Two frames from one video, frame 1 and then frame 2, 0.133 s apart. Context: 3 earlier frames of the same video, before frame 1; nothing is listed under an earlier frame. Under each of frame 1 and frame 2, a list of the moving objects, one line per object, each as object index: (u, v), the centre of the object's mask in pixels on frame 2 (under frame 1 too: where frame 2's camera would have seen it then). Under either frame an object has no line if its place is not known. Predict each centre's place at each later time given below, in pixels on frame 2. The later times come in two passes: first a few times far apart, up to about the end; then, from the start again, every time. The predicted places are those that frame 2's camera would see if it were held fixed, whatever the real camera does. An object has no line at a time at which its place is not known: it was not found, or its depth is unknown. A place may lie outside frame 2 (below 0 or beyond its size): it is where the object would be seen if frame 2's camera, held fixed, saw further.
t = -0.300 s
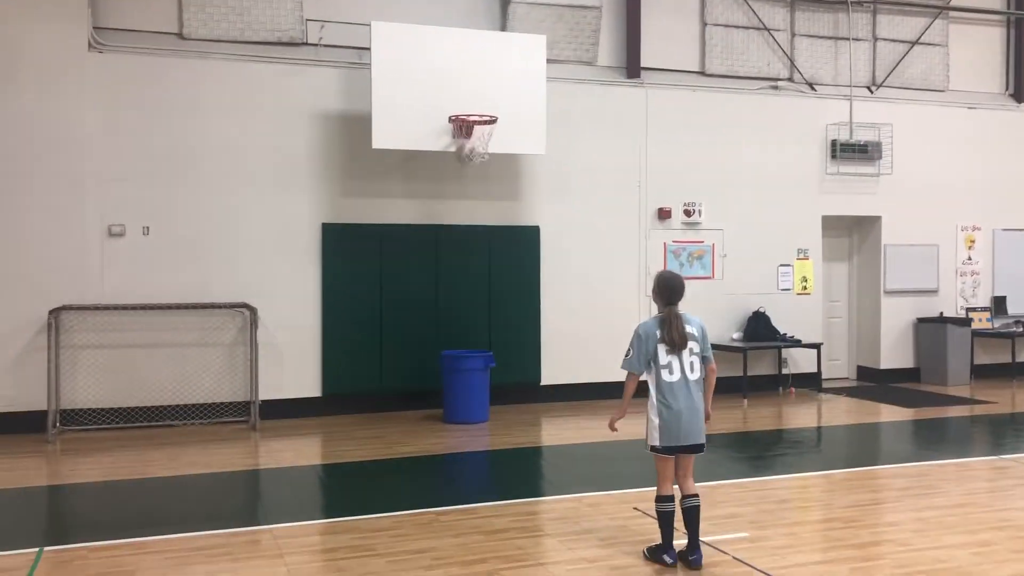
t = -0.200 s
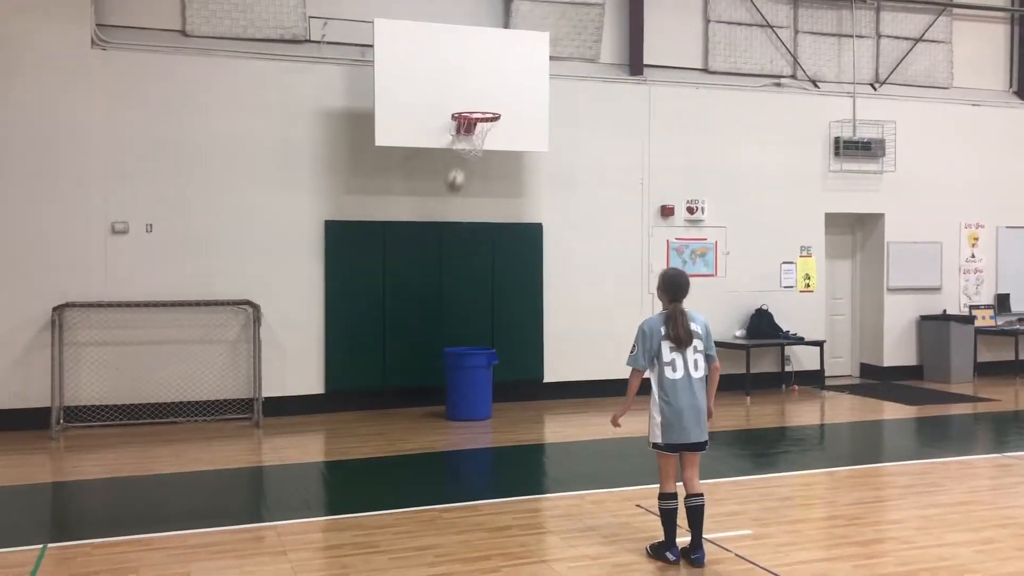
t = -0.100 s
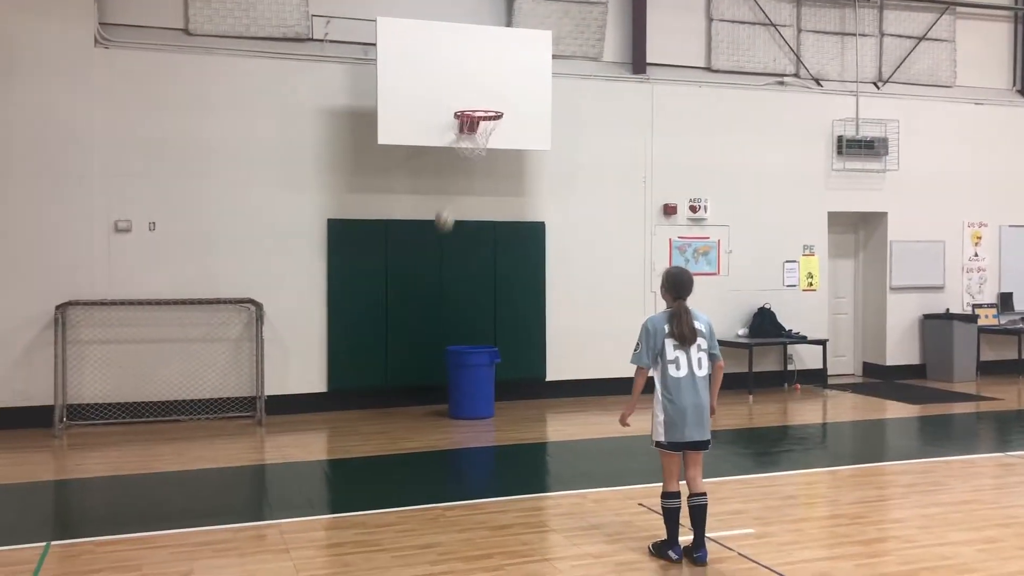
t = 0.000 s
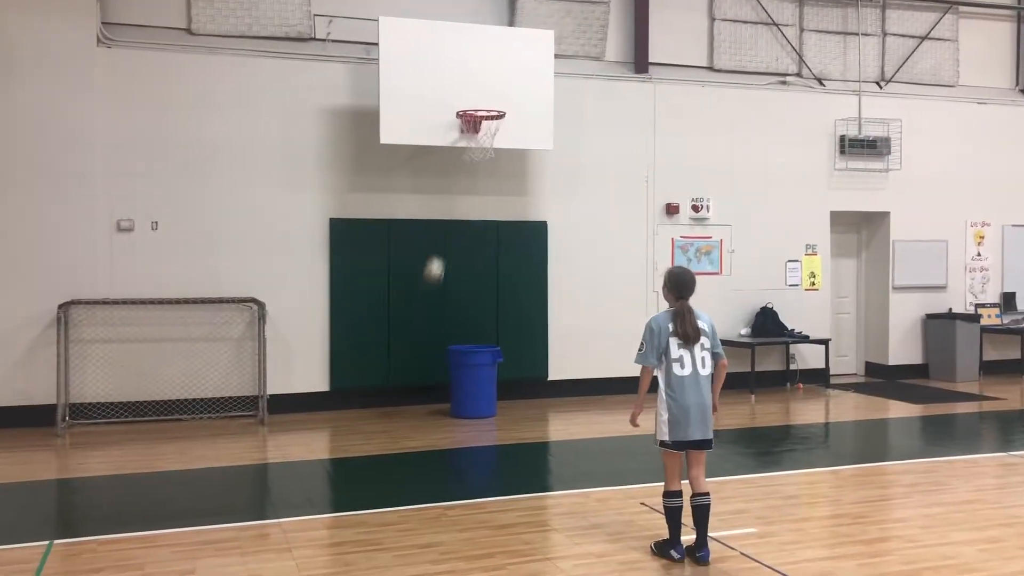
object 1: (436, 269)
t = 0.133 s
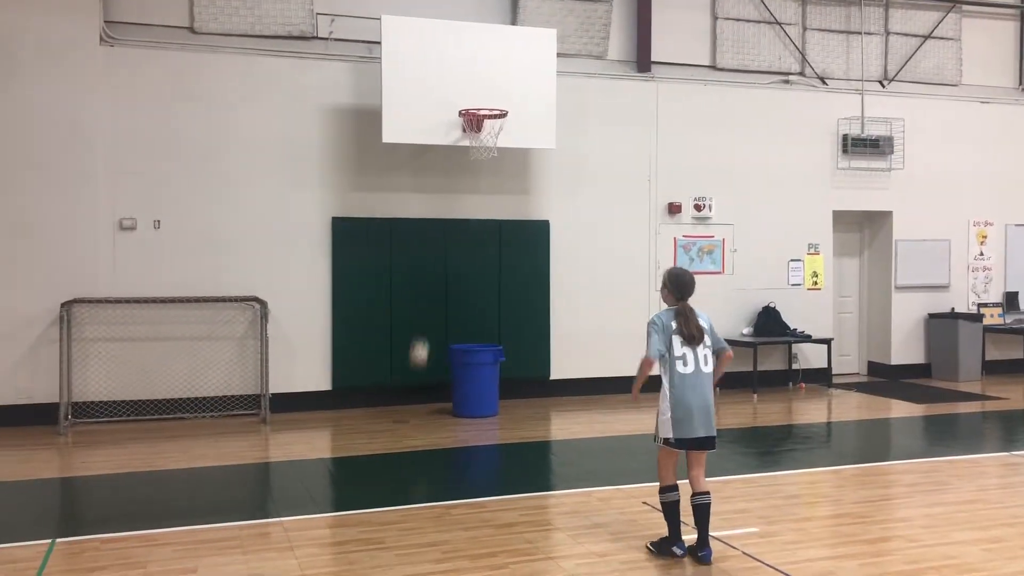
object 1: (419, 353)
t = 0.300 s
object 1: (400, 375)
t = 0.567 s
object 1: (373, 267)
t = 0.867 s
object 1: (344, 232)
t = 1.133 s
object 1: (316, 283)
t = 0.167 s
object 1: (415, 377)
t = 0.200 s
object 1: (411, 404)
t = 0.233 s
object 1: (407, 411)
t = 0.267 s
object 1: (403, 392)
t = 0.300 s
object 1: (400, 375)
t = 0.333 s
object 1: (397, 357)
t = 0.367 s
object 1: (393, 341)
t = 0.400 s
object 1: (390, 326)
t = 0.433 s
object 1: (387, 312)
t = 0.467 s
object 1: (384, 299)
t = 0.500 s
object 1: (380, 287)
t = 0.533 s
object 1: (377, 276)
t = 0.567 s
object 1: (373, 267)
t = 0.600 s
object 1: (370, 258)
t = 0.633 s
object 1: (367, 251)
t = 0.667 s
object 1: (363, 245)
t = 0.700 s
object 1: (360, 240)
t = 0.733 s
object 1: (357, 236)
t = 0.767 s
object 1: (353, 233)
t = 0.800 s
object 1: (351, 231)
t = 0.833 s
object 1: (347, 232)
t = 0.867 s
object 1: (344, 232)
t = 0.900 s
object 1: (340, 234)
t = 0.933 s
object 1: (337, 237)
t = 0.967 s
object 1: (334, 242)
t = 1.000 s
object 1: (331, 248)
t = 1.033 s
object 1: (327, 255)
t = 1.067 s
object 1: (323, 263)
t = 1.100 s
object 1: (320, 273)
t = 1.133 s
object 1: (316, 283)
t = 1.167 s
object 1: (314, 295)
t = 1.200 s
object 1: (310, 309)
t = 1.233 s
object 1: (307, 324)
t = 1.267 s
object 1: (303, 339)
